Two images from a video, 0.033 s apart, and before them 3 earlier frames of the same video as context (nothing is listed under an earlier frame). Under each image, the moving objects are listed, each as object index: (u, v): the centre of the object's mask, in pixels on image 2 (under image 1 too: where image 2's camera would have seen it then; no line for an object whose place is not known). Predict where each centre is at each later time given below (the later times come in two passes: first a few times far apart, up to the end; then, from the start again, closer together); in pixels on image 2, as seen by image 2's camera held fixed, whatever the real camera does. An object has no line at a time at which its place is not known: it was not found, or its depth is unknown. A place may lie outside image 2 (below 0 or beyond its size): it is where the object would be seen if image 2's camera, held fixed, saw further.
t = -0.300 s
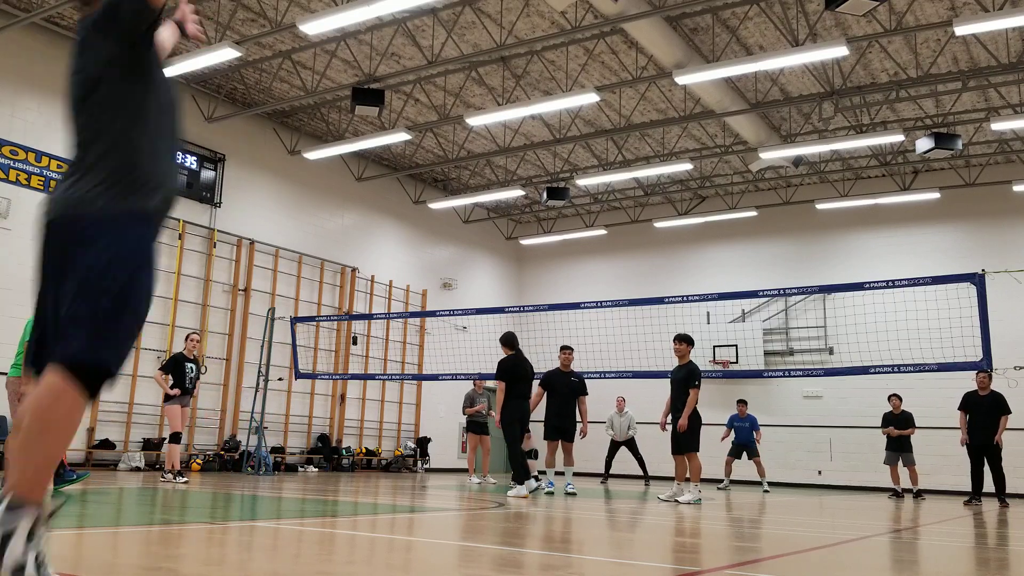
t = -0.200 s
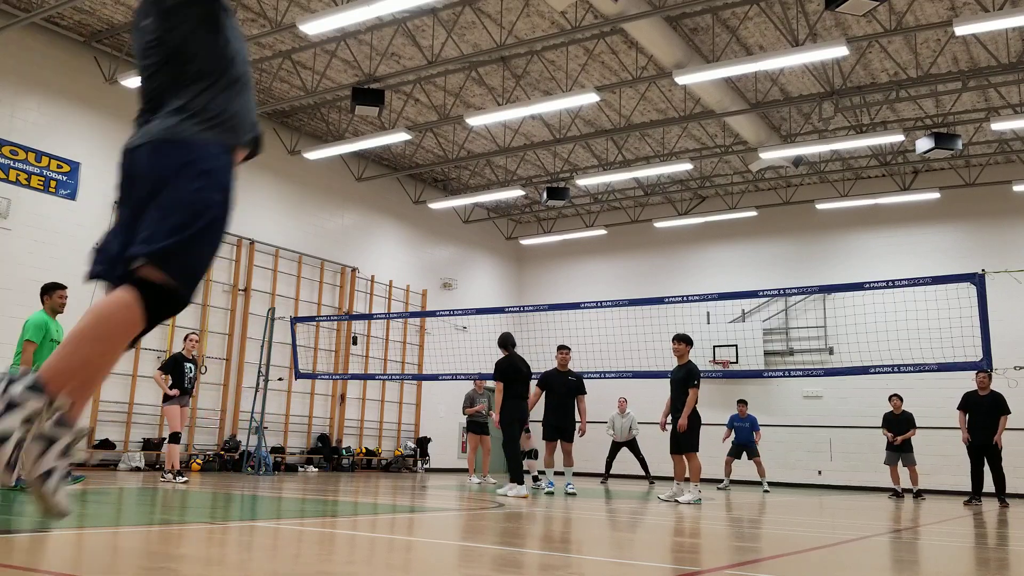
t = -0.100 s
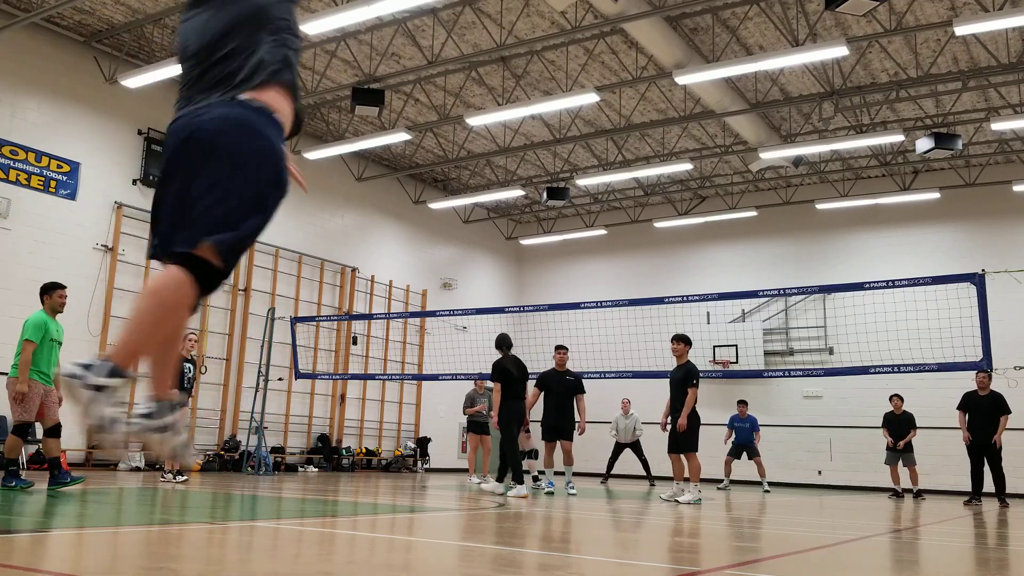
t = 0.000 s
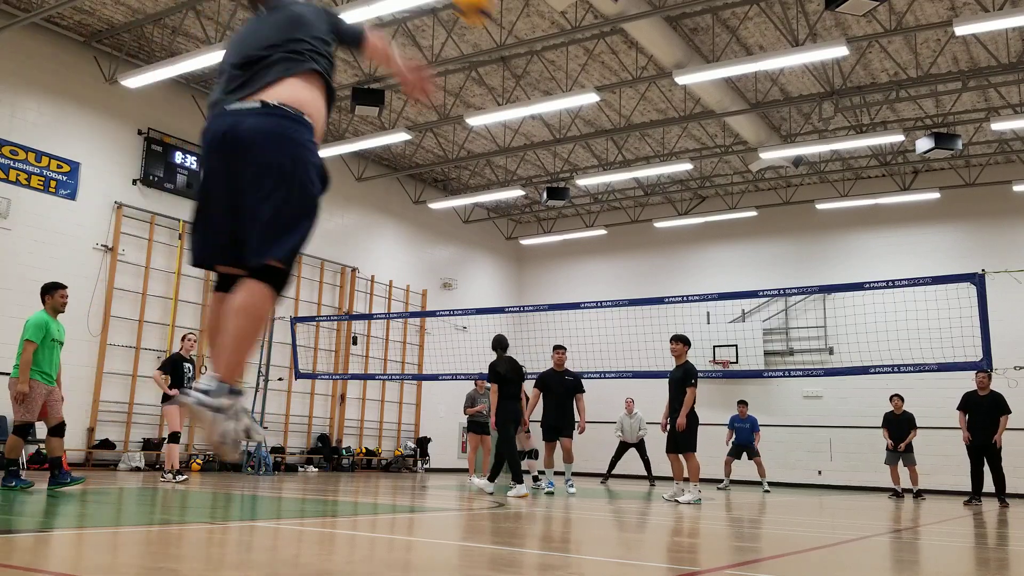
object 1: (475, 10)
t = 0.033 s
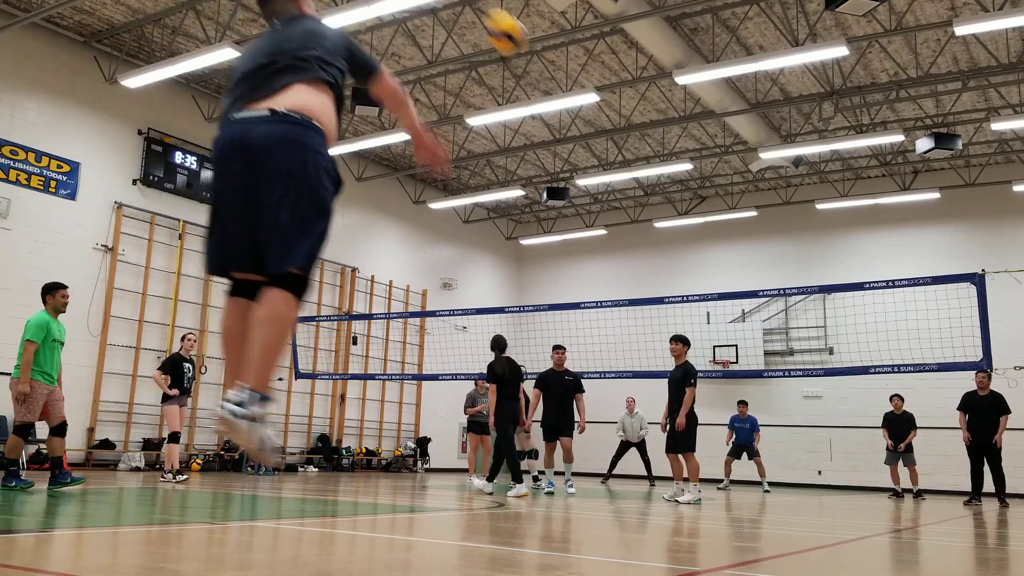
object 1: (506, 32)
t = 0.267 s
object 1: (627, 170)
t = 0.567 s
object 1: (677, 287)
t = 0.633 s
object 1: (681, 310)
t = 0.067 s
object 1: (532, 59)
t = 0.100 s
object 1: (555, 81)
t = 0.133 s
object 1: (576, 104)
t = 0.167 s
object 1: (592, 122)
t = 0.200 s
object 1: (607, 140)
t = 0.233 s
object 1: (618, 155)
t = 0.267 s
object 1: (627, 170)
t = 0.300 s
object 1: (637, 187)
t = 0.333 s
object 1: (643, 200)
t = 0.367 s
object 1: (650, 212)
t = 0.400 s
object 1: (655, 225)
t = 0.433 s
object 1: (661, 238)
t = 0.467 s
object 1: (665, 251)
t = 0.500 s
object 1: (669, 263)
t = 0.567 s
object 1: (677, 287)
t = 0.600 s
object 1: (679, 305)
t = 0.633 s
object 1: (681, 310)
